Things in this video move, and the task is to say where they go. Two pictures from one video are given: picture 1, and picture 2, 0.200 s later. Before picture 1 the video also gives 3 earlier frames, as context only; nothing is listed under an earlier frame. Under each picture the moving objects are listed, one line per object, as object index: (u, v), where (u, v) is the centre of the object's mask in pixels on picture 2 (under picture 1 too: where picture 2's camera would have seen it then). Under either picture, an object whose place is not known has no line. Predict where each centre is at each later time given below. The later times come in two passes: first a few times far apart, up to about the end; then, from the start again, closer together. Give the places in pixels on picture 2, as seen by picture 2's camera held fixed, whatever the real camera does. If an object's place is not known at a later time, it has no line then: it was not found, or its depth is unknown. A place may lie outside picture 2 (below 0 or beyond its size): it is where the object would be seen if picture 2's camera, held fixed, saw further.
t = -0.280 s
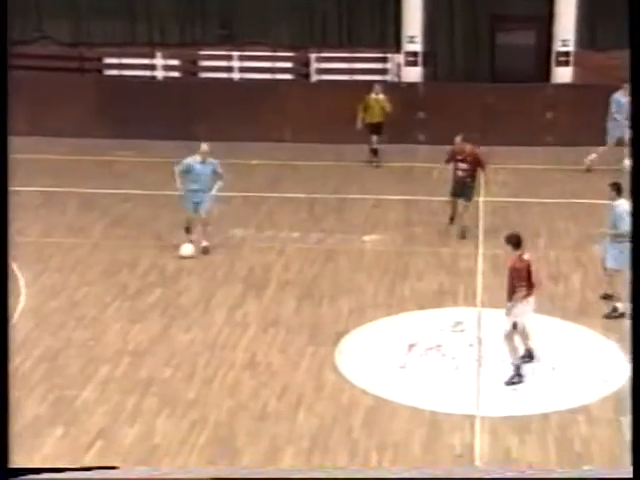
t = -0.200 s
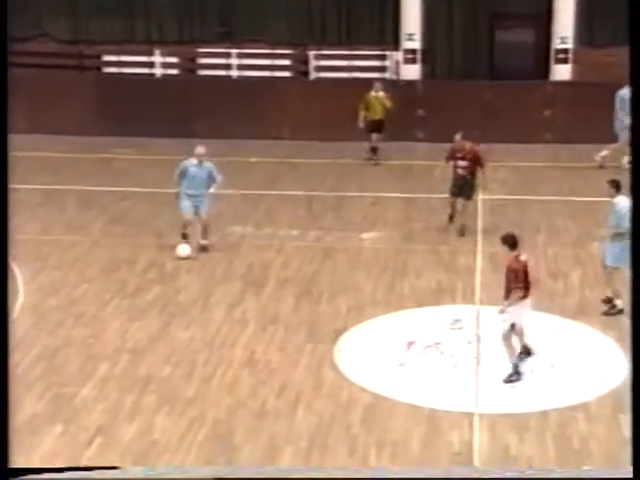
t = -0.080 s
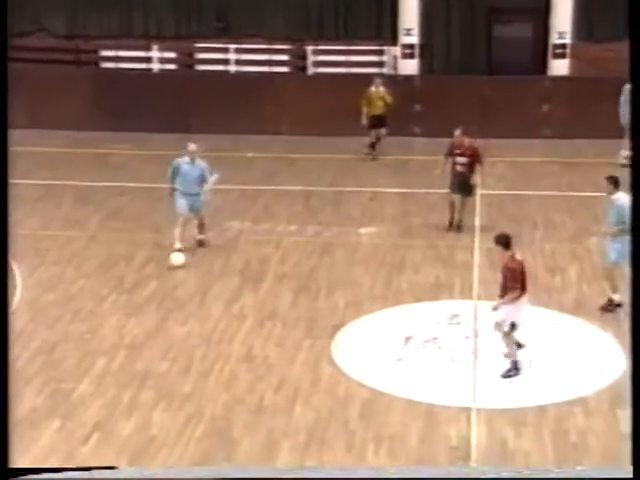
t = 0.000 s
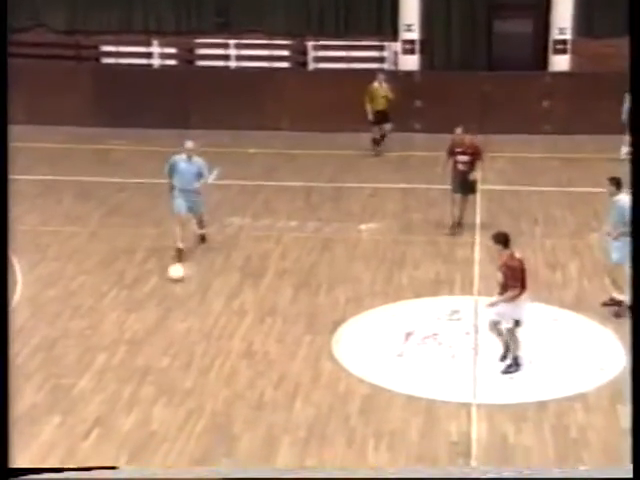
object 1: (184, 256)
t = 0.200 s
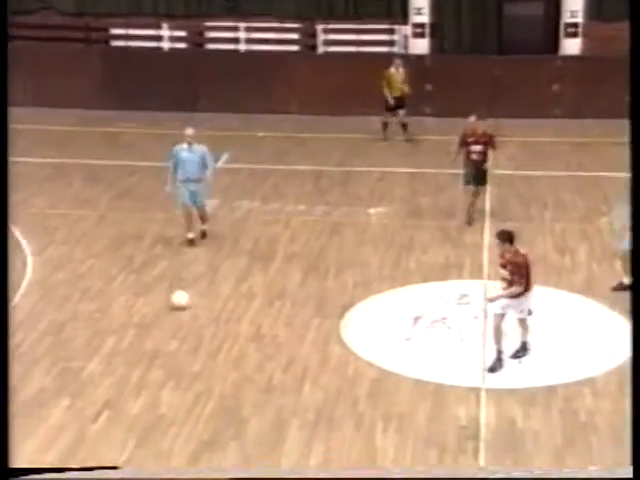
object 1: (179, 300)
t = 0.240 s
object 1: (178, 310)
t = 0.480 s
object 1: (169, 366)
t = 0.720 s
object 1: (157, 423)
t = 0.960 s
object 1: (143, 479)
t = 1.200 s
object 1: (126, 546)
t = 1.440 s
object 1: (106, 614)
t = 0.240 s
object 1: (178, 310)
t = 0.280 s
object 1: (176, 320)
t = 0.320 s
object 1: (175, 330)
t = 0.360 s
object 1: (173, 339)
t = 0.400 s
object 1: (172, 347)
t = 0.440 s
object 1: (171, 357)
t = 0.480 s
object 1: (169, 366)
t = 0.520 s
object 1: (168, 376)
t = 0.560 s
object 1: (165, 386)
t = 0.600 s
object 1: (163, 395)
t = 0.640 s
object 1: (162, 404)
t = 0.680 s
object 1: (160, 414)
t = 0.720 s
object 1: (157, 423)
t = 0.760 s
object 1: (155, 433)
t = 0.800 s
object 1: (154, 443)
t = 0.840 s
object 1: (151, 451)
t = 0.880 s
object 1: (148, 461)
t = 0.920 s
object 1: (146, 471)
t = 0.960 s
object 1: (143, 479)
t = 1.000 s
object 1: (141, 488)
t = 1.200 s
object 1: (126, 546)
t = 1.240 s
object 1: (124, 554)
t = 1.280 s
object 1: (120, 566)
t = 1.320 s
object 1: (116, 577)
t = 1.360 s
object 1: (112, 589)
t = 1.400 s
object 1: (110, 601)
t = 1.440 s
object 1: (106, 614)
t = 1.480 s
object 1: (102, 628)
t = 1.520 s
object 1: (97, 641)
